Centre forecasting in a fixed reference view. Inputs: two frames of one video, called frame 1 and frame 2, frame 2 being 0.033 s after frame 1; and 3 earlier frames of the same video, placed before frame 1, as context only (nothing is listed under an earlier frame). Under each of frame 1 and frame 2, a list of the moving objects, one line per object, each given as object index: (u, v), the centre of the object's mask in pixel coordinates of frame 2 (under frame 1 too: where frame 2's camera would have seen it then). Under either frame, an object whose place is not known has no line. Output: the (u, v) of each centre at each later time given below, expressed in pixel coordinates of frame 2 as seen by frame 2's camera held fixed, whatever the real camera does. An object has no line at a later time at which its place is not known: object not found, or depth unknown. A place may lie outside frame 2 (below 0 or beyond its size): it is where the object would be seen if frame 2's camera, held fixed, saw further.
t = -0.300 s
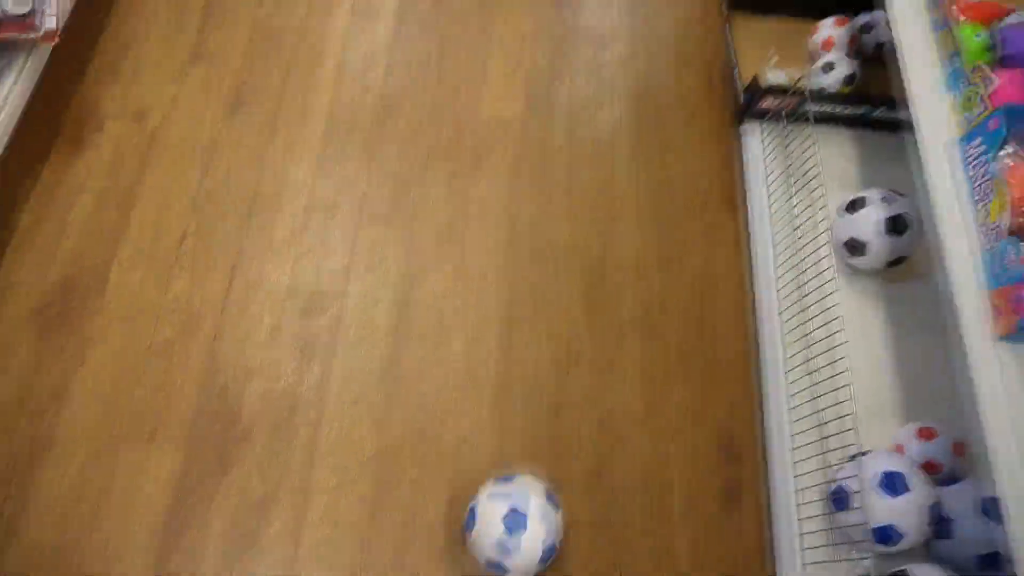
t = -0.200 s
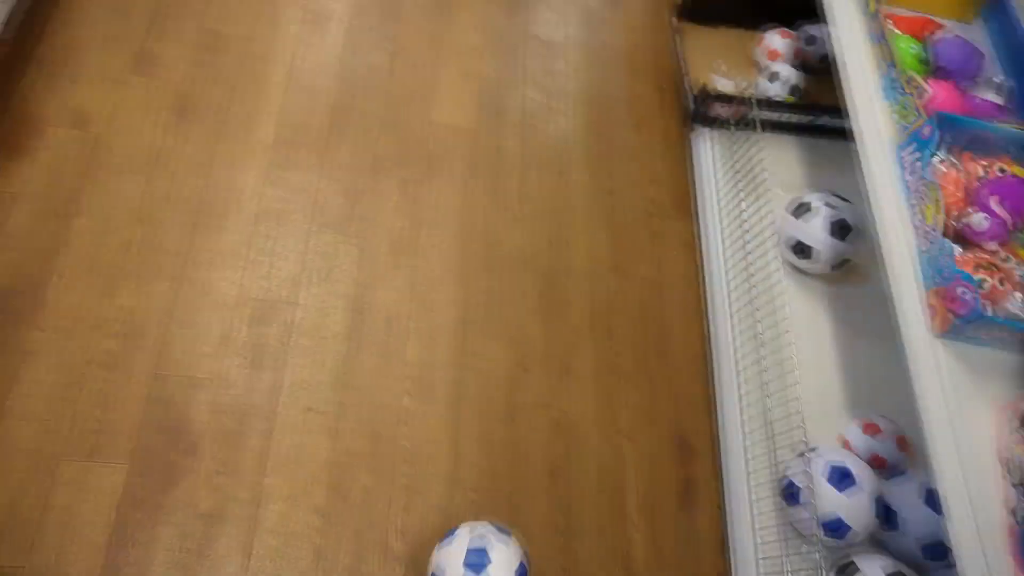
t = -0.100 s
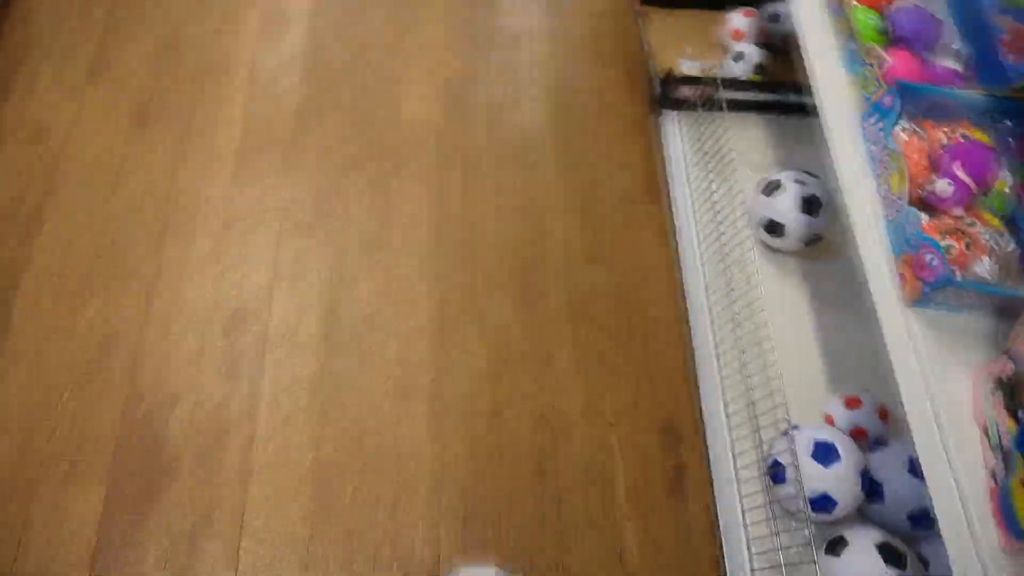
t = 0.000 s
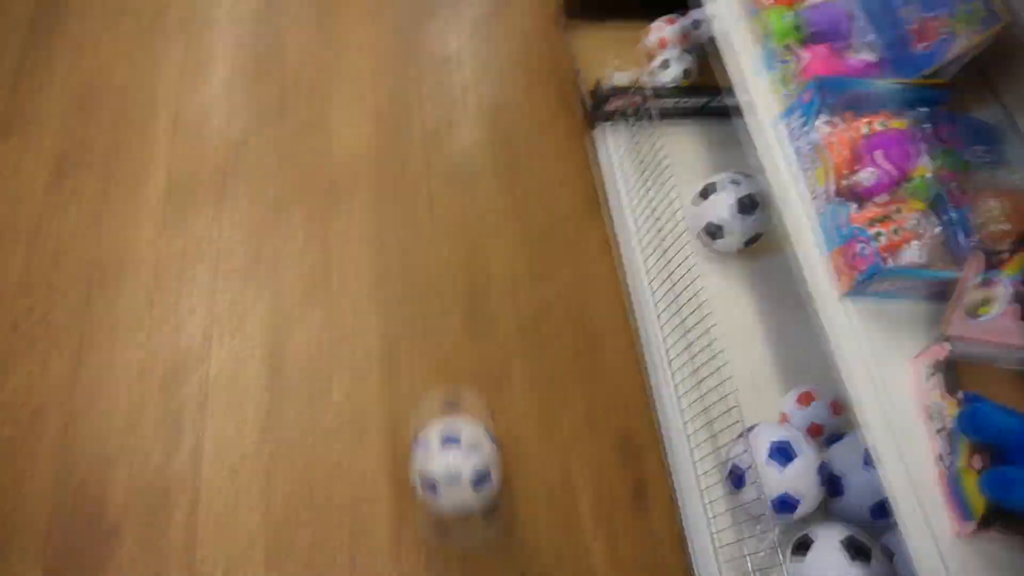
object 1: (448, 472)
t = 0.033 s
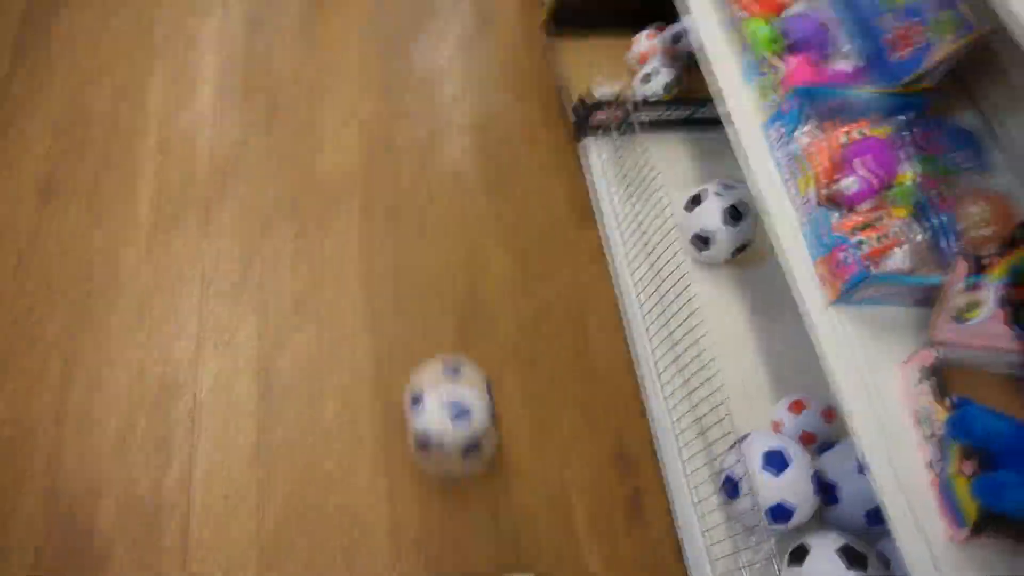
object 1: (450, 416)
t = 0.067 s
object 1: (451, 351)
